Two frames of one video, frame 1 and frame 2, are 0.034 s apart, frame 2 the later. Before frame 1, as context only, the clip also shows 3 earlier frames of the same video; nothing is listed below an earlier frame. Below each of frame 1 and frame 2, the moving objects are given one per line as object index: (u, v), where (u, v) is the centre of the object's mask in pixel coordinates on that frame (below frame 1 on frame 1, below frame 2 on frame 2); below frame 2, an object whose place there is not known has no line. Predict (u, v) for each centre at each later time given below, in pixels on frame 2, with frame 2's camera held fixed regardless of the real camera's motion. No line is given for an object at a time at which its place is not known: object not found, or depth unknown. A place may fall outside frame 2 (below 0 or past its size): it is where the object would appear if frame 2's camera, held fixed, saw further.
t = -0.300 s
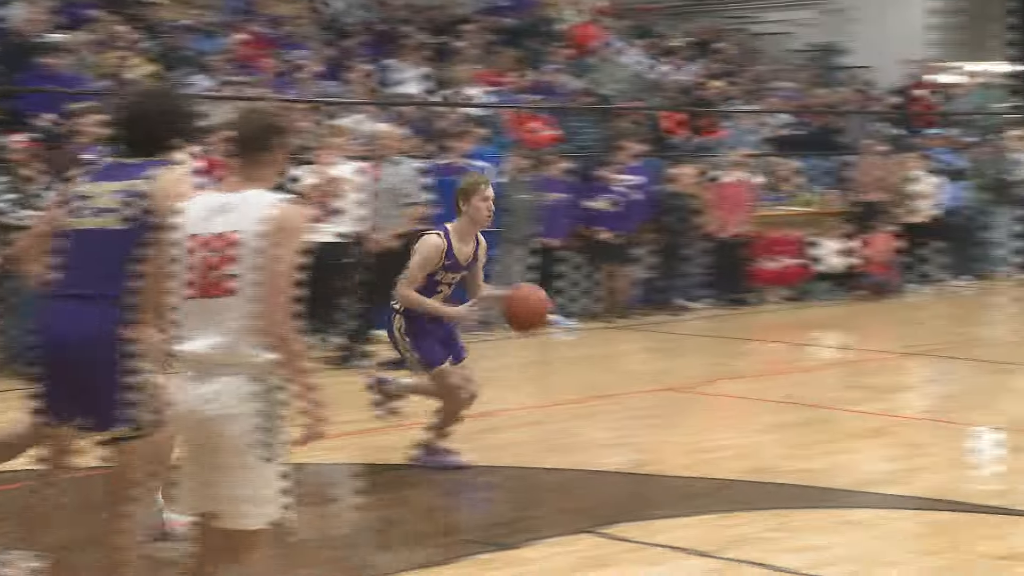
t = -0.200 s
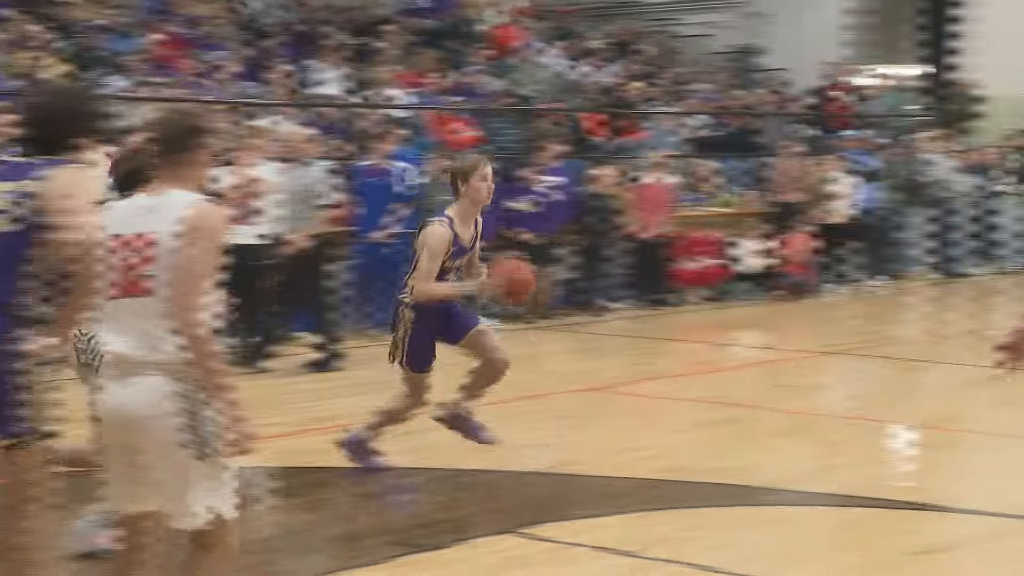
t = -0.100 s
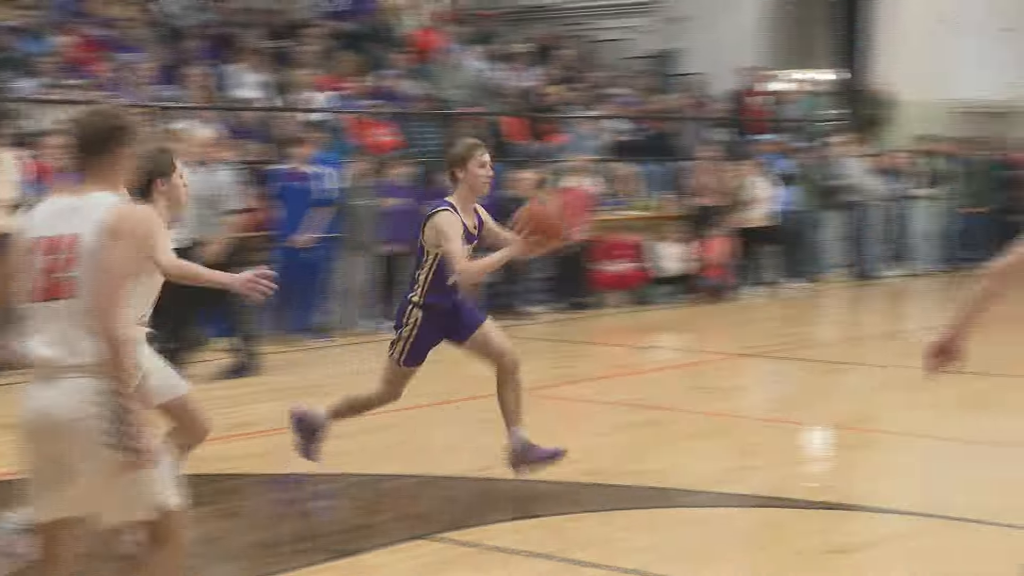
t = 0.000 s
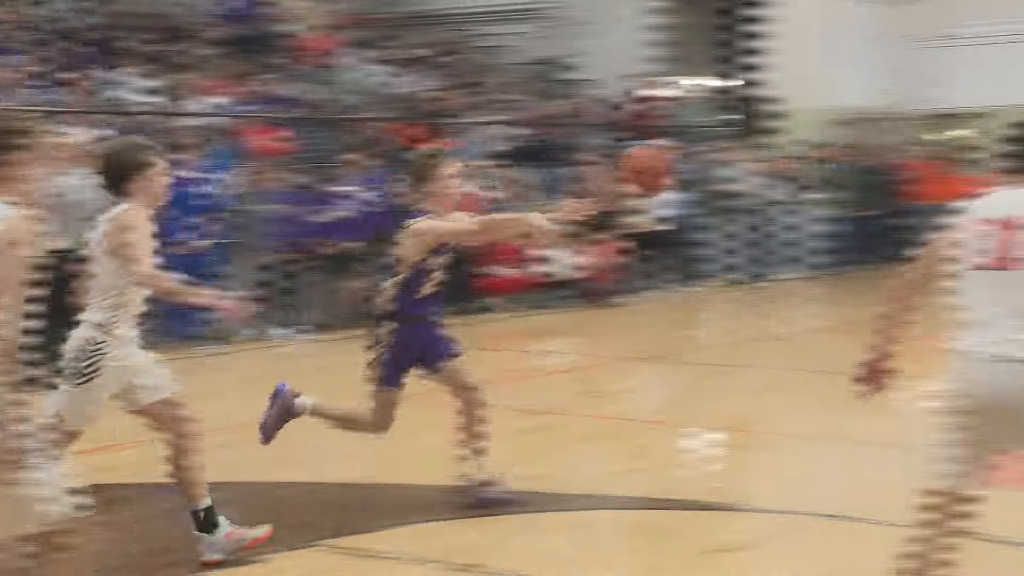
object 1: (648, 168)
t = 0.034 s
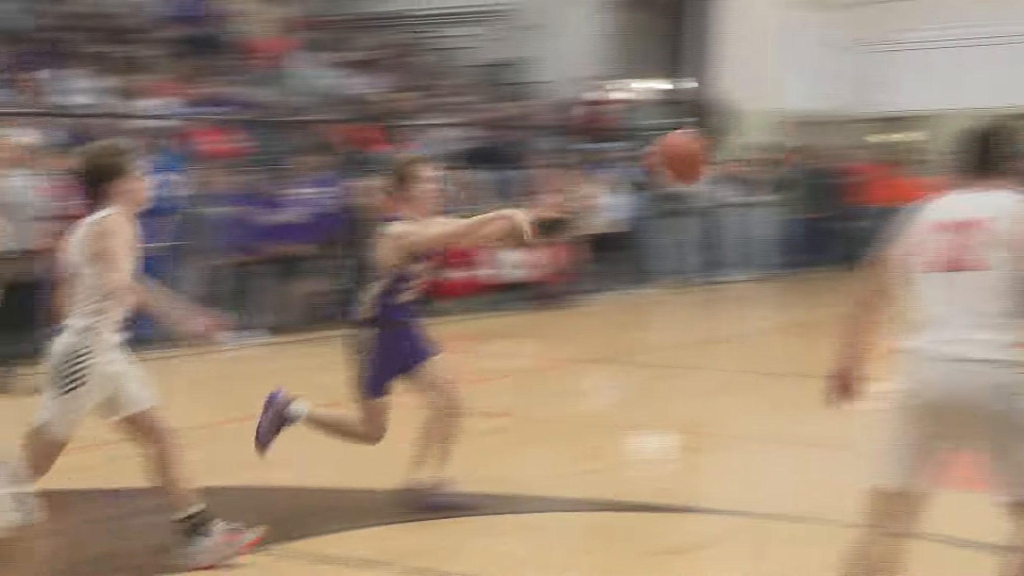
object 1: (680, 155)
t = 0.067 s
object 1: (767, 146)
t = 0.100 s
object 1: (860, 133)
